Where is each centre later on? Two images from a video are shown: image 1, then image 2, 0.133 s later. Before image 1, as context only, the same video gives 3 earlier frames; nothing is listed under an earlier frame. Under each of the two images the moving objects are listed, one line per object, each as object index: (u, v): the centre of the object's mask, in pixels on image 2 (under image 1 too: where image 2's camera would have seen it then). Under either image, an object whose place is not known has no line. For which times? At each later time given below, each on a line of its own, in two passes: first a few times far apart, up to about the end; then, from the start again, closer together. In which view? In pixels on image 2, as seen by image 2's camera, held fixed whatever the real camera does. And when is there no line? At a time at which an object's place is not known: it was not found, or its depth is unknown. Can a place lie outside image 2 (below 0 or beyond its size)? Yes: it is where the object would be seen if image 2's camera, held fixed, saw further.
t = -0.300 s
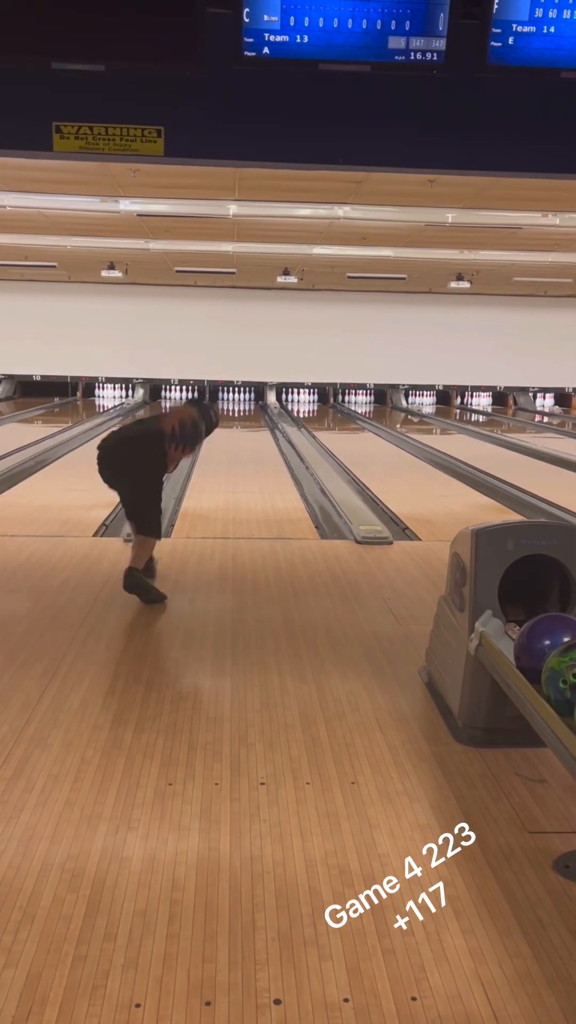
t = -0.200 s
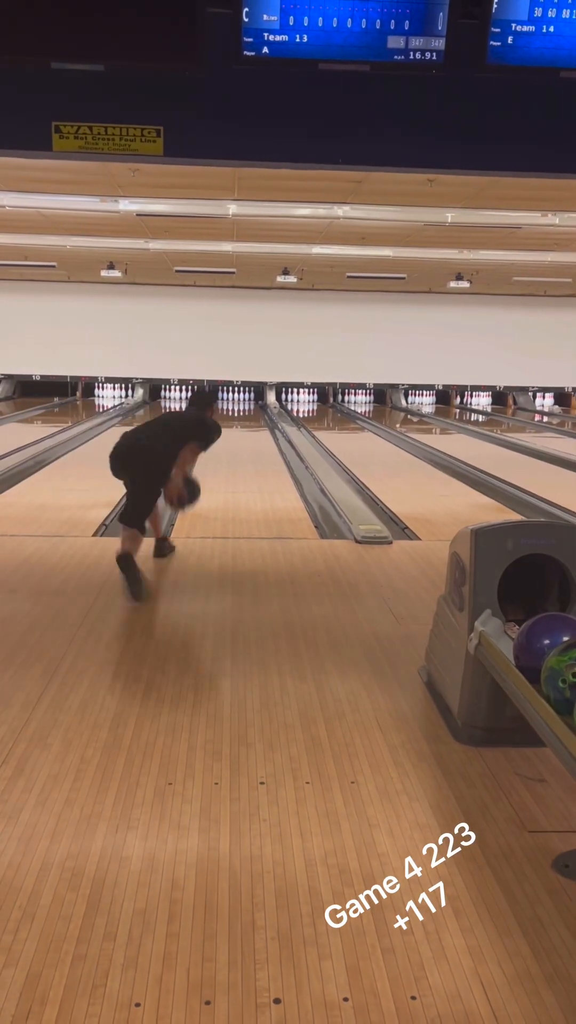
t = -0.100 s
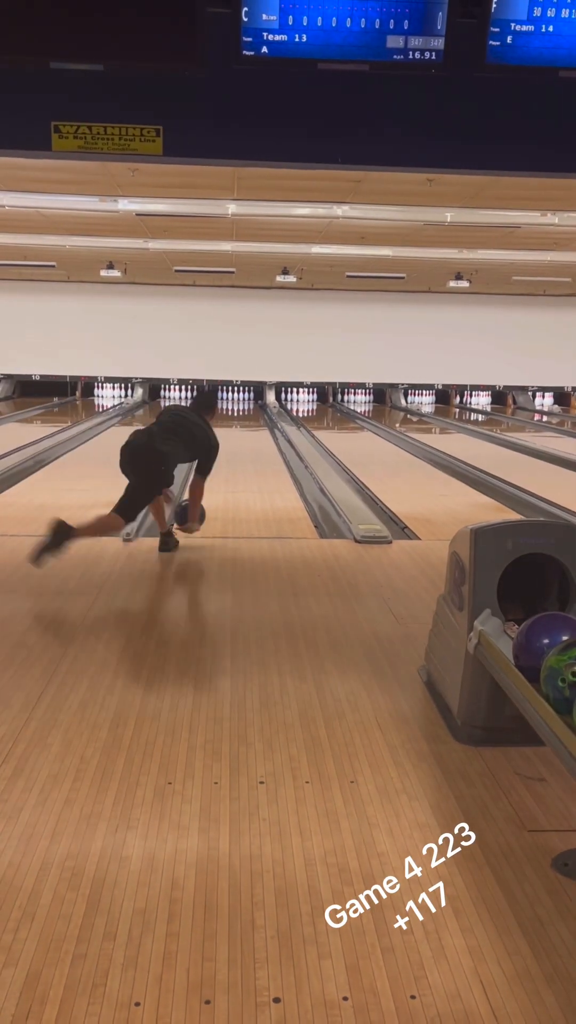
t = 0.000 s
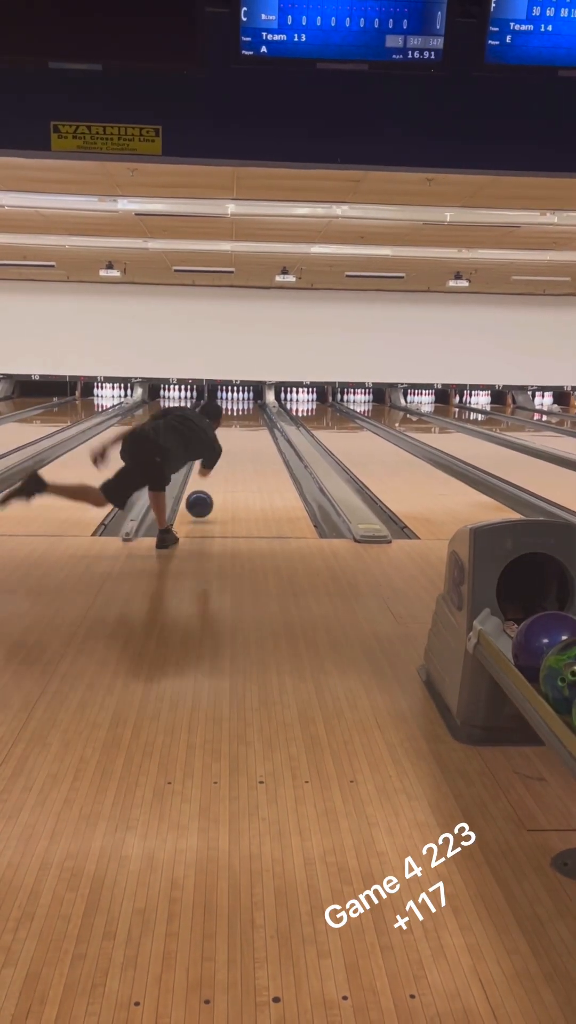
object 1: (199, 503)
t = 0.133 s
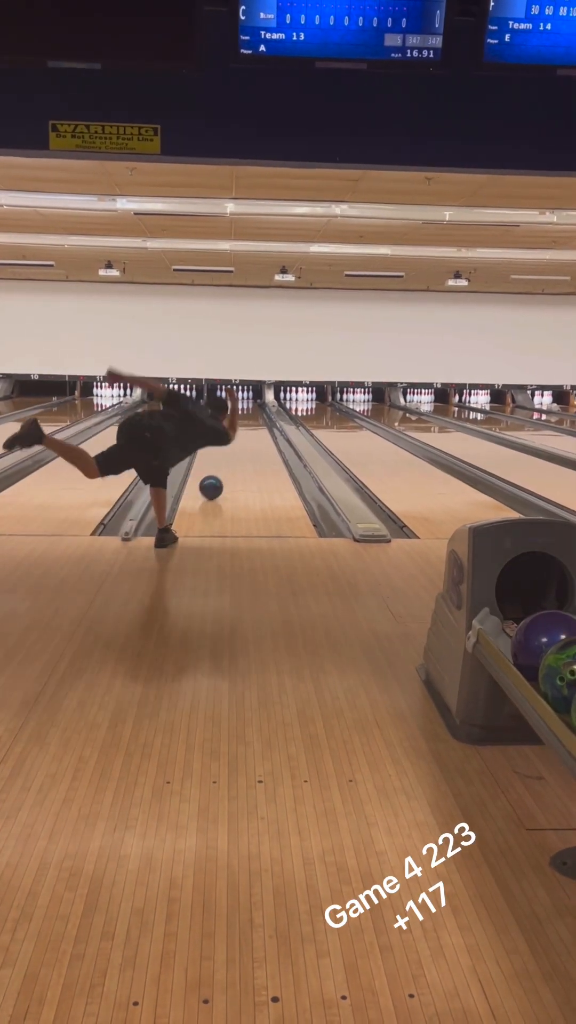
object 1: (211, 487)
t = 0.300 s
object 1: (222, 468)
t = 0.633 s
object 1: (237, 443)
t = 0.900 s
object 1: (244, 430)
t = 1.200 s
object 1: (249, 419)
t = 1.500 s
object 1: (251, 411)
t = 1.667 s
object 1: (251, 407)
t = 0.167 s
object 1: (213, 483)
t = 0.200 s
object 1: (216, 479)
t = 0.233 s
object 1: (218, 475)
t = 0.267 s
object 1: (220, 472)
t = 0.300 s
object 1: (222, 468)
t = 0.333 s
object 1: (224, 465)
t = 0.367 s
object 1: (226, 462)
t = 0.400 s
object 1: (228, 459)
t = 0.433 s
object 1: (229, 456)
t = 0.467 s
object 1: (230, 454)
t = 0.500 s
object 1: (231, 452)
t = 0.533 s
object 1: (229, 453)
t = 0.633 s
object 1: (237, 443)
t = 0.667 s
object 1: (238, 441)
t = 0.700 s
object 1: (239, 439)
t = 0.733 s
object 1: (240, 437)
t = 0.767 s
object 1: (240, 436)
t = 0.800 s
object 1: (241, 434)
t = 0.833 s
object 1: (242, 433)
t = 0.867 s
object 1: (243, 431)
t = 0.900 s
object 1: (244, 430)
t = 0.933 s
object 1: (244, 428)
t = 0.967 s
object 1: (245, 427)
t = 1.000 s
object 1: (246, 426)
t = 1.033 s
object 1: (246, 425)
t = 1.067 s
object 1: (247, 424)
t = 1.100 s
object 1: (247, 422)
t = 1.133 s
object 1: (248, 421)
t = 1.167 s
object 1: (248, 421)
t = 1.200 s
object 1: (249, 419)
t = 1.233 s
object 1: (249, 418)
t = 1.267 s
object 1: (250, 417)
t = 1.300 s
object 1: (250, 416)
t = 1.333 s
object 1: (250, 415)
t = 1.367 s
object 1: (251, 414)
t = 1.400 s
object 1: (251, 413)
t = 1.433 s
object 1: (251, 412)
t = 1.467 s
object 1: (251, 412)
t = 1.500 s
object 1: (251, 411)
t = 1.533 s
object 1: (251, 410)
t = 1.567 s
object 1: (251, 409)
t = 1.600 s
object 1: (251, 409)
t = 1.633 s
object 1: (251, 408)
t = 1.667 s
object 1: (251, 407)
